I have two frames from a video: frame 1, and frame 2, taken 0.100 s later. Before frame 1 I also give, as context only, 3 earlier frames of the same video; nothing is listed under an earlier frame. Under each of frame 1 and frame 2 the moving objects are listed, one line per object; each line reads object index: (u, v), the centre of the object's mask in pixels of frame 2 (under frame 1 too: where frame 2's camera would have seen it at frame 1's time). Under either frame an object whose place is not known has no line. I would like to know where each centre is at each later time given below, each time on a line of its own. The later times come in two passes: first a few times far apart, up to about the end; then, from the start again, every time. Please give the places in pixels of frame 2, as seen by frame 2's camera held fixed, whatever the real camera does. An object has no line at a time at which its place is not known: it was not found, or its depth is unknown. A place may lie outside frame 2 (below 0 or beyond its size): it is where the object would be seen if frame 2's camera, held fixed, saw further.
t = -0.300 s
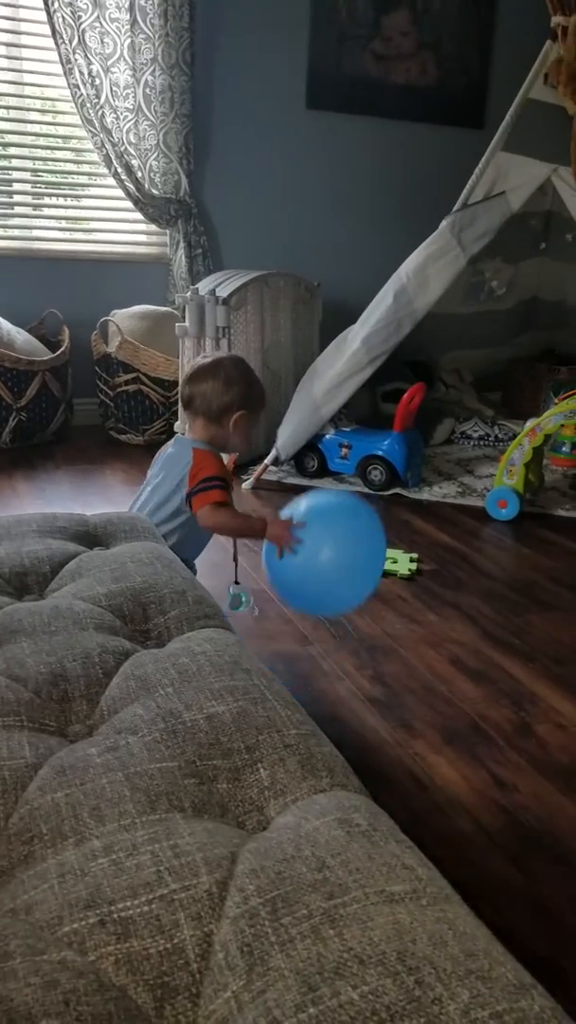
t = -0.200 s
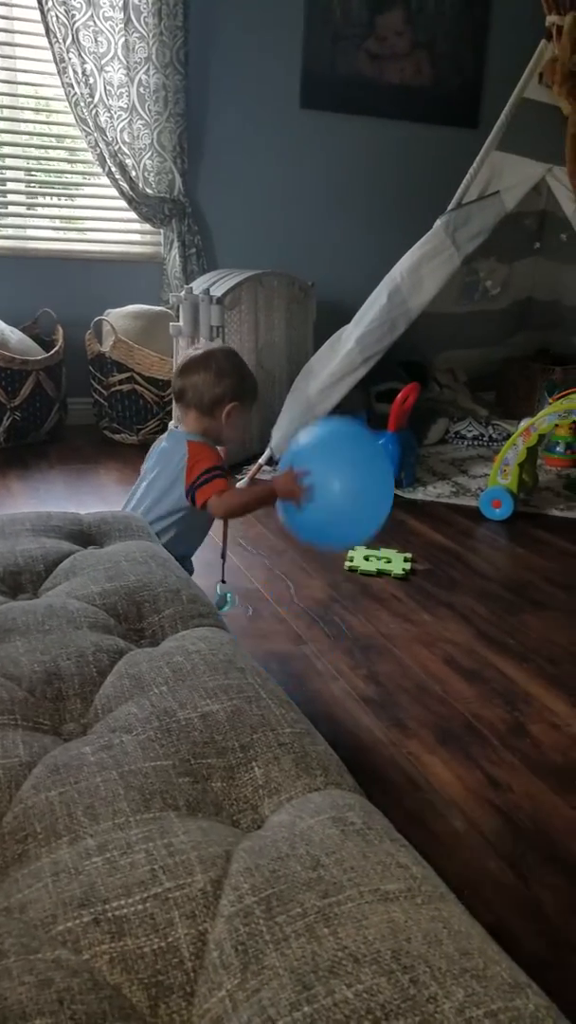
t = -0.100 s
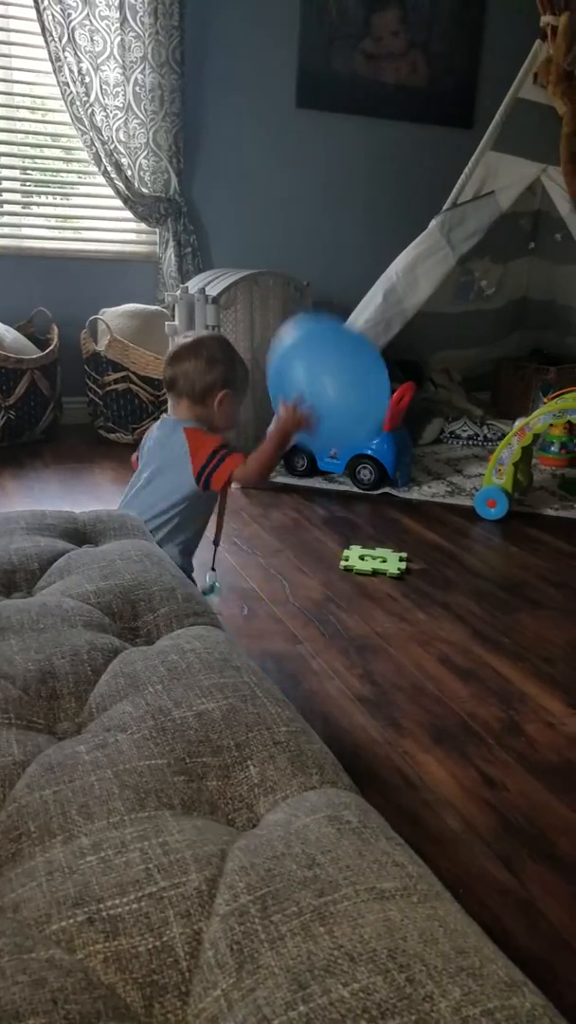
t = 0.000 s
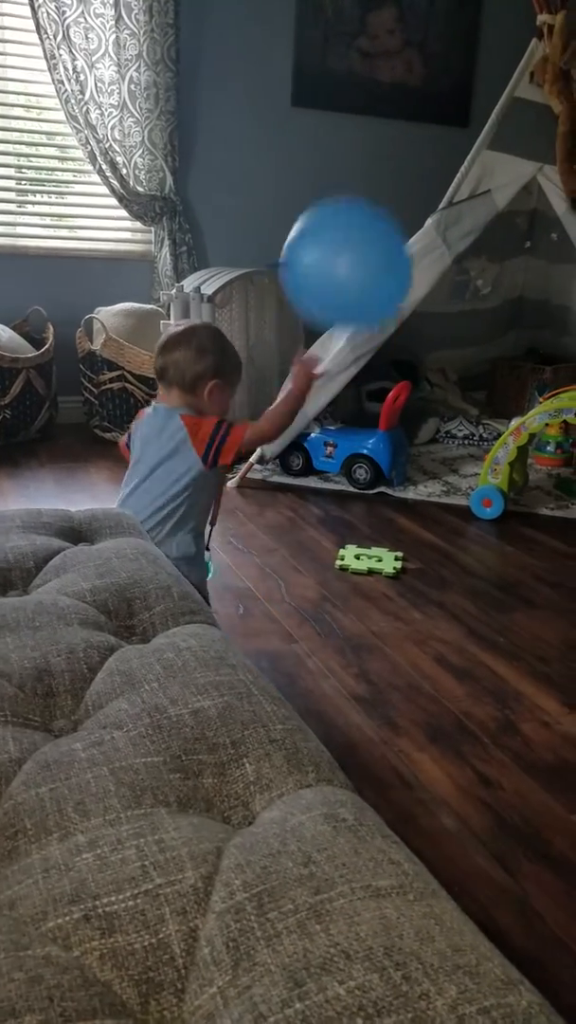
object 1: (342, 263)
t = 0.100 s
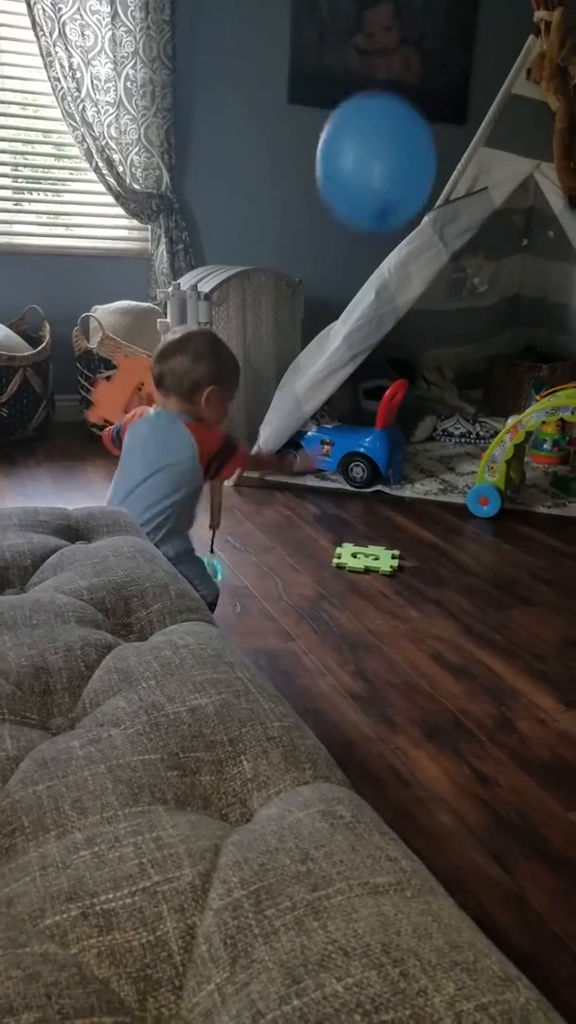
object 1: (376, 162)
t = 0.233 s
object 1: (407, 87)
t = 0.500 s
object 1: (464, 63)
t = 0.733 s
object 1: (484, 127)
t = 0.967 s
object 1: (496, 252)
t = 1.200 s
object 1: (503, 392)
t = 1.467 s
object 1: (505, 537)
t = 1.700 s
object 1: (505, 463)
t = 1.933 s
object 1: (496, 449)
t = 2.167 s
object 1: (484, 471)
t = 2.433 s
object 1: (463, 485)
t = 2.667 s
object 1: (443, 486)
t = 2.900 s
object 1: (420, 505)
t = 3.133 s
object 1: (390, 508)
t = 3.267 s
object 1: (376, 502)
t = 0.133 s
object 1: (383, 138)
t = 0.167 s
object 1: (391, 116)
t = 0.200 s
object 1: (399, 99)
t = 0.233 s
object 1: (407, 87)
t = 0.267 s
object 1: (415, 77)
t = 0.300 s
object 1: (423, 70)
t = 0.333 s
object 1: (432, 66)
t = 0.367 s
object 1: (439, 63)
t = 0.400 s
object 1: (446, 61)
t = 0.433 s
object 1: (453, 60)
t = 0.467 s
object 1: (458, 61)
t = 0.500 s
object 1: (464, 63)
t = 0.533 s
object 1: (469, 66)
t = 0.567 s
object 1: (472, 72)
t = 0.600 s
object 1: (476, 80)
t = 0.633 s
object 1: (477, 90)
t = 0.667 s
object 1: (479, 101)
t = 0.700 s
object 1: (481, 113)
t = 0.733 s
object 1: (484, 127)
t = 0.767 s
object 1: (486, 143)
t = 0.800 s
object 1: (488, 160)
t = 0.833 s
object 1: (490, 176)
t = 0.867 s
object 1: (492, 194)
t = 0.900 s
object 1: (494, 213)
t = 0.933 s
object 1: (495, 233)
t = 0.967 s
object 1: (496, 252)
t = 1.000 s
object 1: (497, 272)
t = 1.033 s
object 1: (498, 293)
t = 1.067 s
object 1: (499, 313)
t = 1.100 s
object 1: (500, 334)
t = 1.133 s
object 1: (501, 354)
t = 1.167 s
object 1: (501, 372)
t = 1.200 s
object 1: (503, 392)
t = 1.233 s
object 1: (503, 412)
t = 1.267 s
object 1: (505, 430)
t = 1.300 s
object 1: (505, 449)
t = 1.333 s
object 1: (505, 469)
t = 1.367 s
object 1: (505, 486)
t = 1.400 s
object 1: (505, 503)
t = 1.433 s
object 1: (505, 520)
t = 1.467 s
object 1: (505, 537)
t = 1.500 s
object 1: (506, 524)
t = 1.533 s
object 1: (509, 509)
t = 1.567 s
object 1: (509, 495)
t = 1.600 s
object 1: (509, 484)
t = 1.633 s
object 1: (508, 475)
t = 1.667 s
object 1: (507, 468)
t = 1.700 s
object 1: (505, 463)
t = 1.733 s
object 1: (504, 458)
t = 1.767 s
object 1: (503, 455)
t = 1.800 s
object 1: (502, 452)
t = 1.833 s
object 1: (500, 450)
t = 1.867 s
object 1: (499, 449)
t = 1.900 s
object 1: (498, 449)
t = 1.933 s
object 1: (496, 449)
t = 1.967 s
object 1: (495, 450)
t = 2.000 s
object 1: (493, 452)
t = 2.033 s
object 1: (491, 454)
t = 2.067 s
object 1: (490, 457)
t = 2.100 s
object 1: (488, 461)
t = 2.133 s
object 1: (486, 465)
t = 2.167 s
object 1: (484, 471)
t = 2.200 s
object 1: (481, 479)
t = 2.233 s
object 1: (479, 488)
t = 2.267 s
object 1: (476, 497)
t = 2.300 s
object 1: (474, 505)
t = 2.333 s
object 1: (471, 499)
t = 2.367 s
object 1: (468, 494)
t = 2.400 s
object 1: (466, 489)
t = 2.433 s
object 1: (463, 485)
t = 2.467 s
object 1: (461, 482)
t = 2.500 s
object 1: (459, 481)
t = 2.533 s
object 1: (455, 480)
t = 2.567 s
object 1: (454, 481)
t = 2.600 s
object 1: (452, 482)
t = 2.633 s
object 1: (446, 482)
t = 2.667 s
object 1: (443, 486)
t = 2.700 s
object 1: (440, 490)
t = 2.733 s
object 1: (443, 495)
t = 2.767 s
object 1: (434, 501)
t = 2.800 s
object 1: (431, 508)
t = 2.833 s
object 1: (428, 512)
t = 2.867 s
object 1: (424, 508)
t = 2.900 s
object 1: (420, 505)
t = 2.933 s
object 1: (415, 502)
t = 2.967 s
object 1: (411, 501)
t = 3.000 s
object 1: (407, 500)
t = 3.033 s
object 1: (403, 501)
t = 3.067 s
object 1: (398, 503)
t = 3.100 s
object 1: (394, 505)
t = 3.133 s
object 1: (390, 508)
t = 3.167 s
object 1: (386, 506)
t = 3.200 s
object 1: (383, 503)
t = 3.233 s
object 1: (379, 502)
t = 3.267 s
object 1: (376, 502)
